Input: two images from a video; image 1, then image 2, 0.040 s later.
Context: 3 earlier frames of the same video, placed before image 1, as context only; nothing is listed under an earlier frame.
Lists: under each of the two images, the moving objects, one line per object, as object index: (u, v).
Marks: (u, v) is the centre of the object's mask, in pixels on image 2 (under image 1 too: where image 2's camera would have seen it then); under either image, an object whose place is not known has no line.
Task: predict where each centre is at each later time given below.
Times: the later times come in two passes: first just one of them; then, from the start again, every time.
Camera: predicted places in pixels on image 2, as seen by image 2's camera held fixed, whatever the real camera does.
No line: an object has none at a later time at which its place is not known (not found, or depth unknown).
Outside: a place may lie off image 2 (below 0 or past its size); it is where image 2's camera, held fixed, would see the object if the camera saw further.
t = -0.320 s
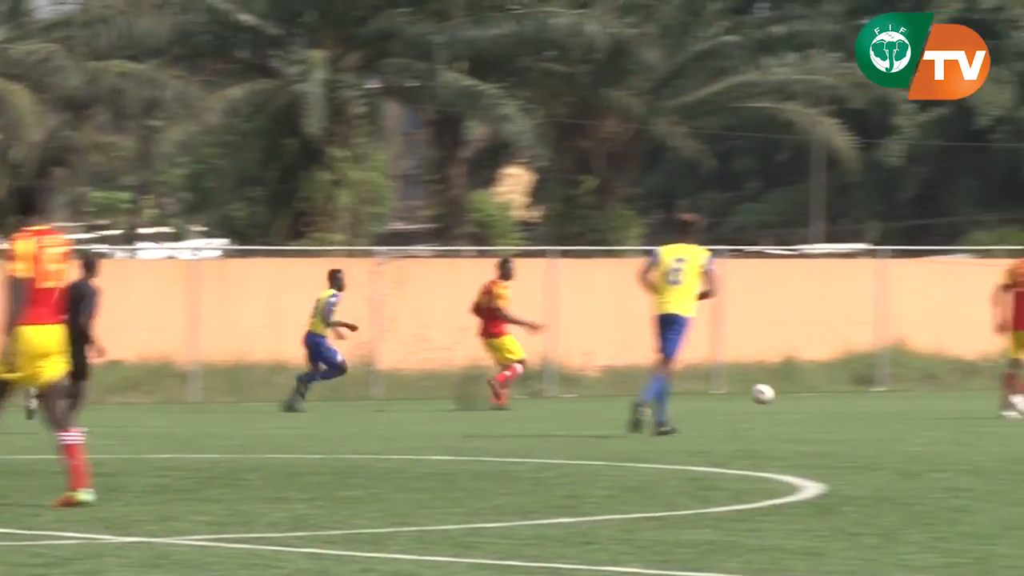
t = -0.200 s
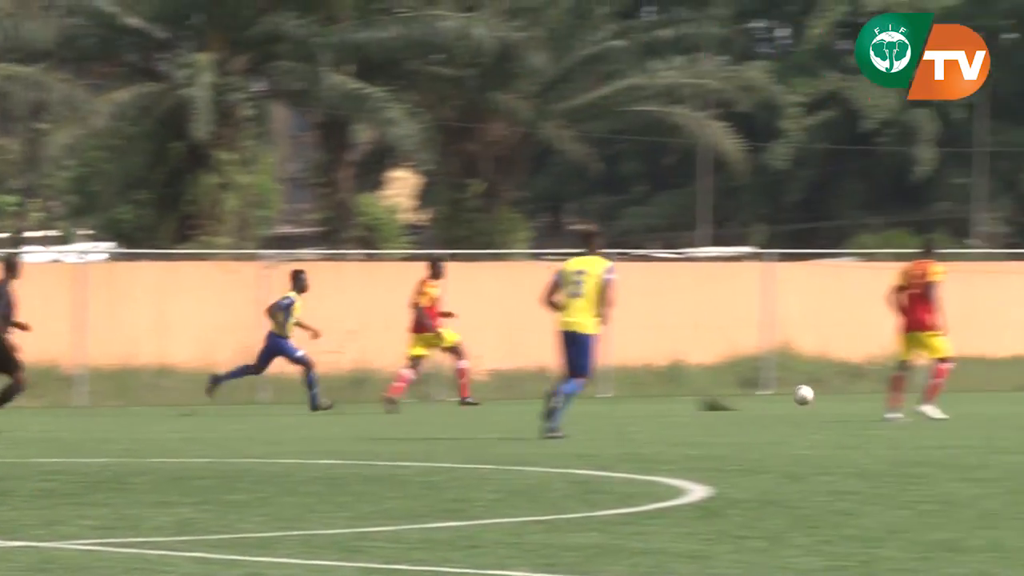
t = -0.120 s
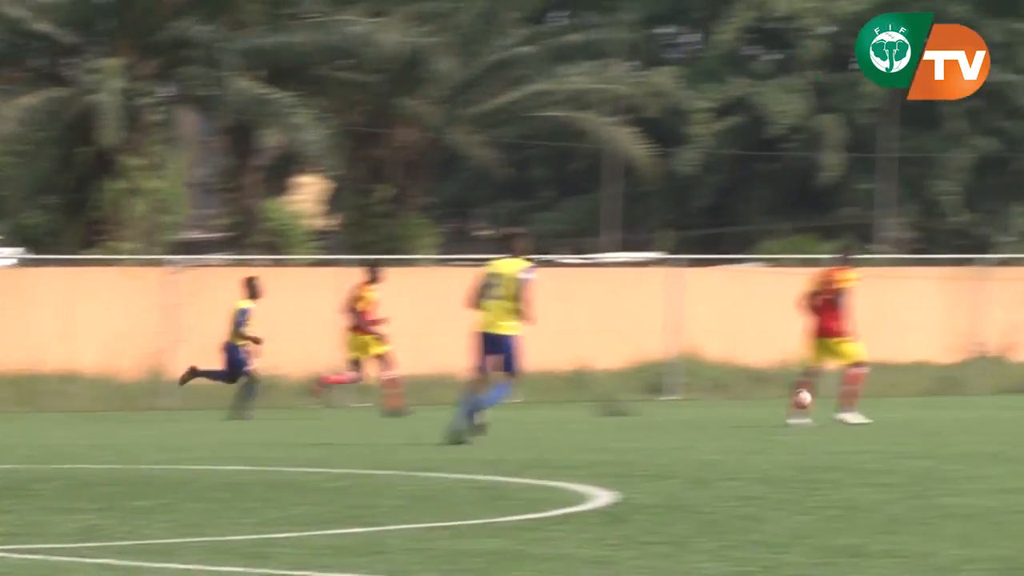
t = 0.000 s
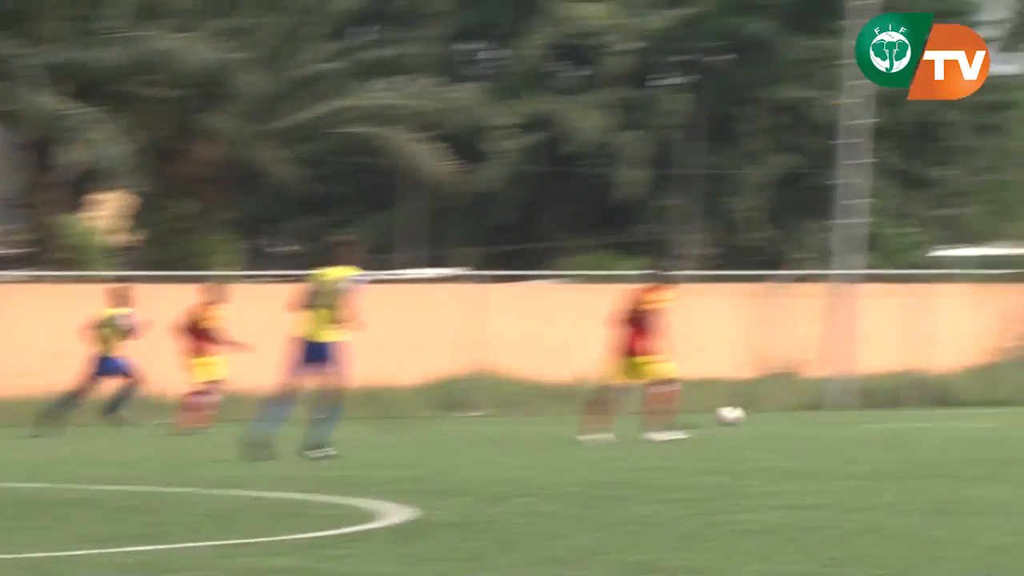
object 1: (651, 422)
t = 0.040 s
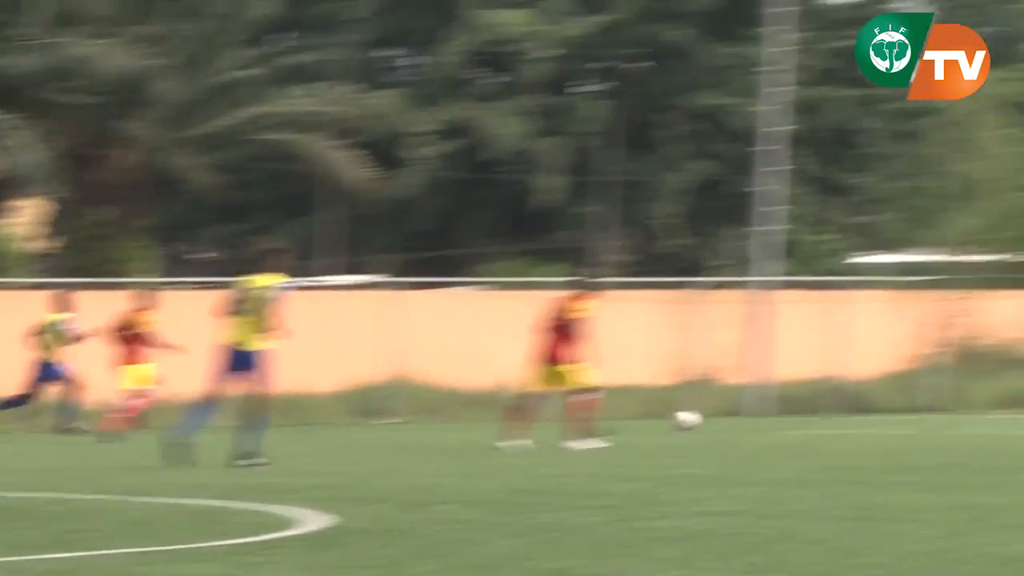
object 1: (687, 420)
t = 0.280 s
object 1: (905, 427)
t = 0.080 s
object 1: (725, 419)
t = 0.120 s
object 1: (761, 421)
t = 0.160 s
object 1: (796, 425)
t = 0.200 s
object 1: (833, 426)
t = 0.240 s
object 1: (868, 425)
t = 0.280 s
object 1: (905, 427)
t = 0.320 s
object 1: (942, 430)
